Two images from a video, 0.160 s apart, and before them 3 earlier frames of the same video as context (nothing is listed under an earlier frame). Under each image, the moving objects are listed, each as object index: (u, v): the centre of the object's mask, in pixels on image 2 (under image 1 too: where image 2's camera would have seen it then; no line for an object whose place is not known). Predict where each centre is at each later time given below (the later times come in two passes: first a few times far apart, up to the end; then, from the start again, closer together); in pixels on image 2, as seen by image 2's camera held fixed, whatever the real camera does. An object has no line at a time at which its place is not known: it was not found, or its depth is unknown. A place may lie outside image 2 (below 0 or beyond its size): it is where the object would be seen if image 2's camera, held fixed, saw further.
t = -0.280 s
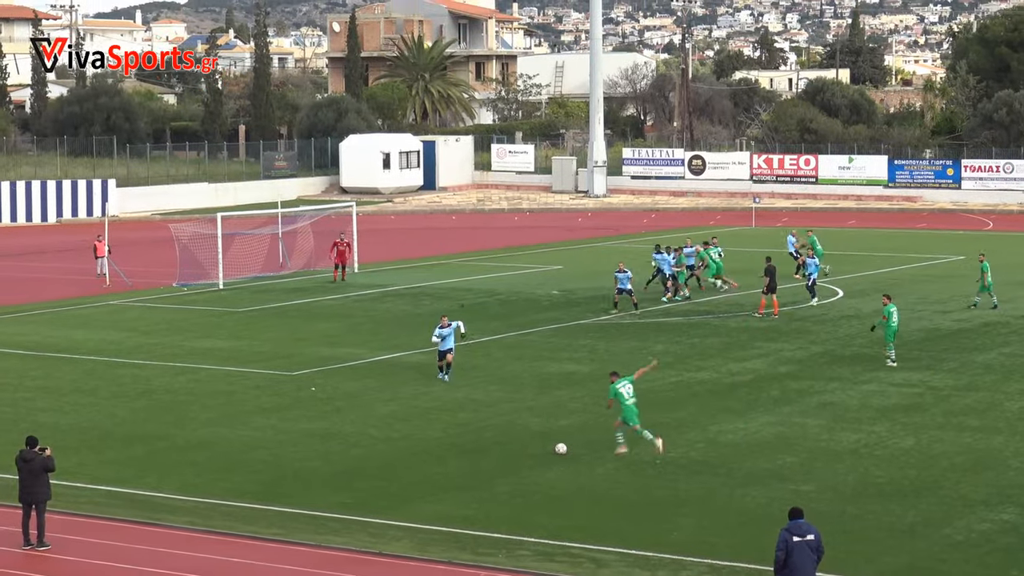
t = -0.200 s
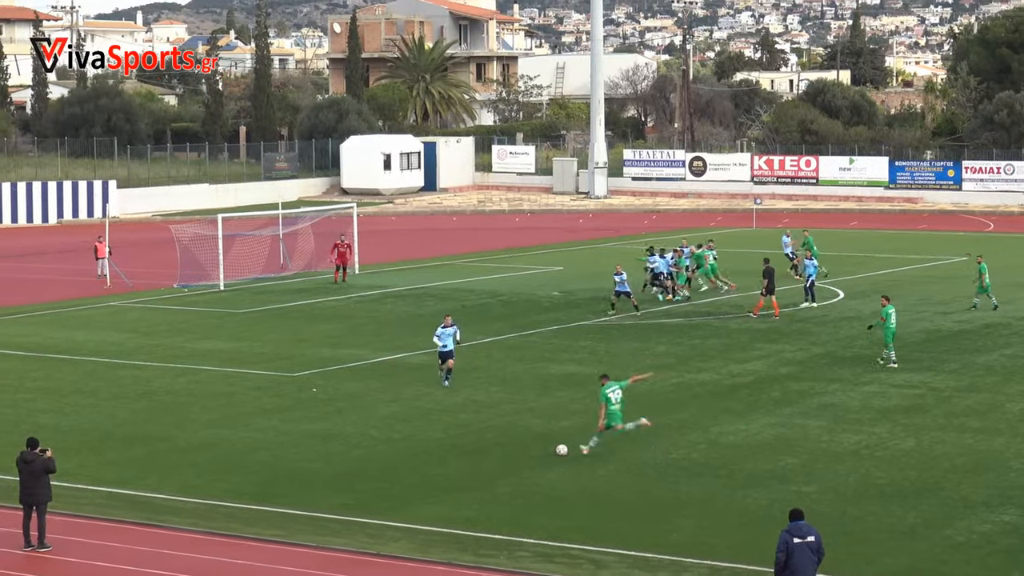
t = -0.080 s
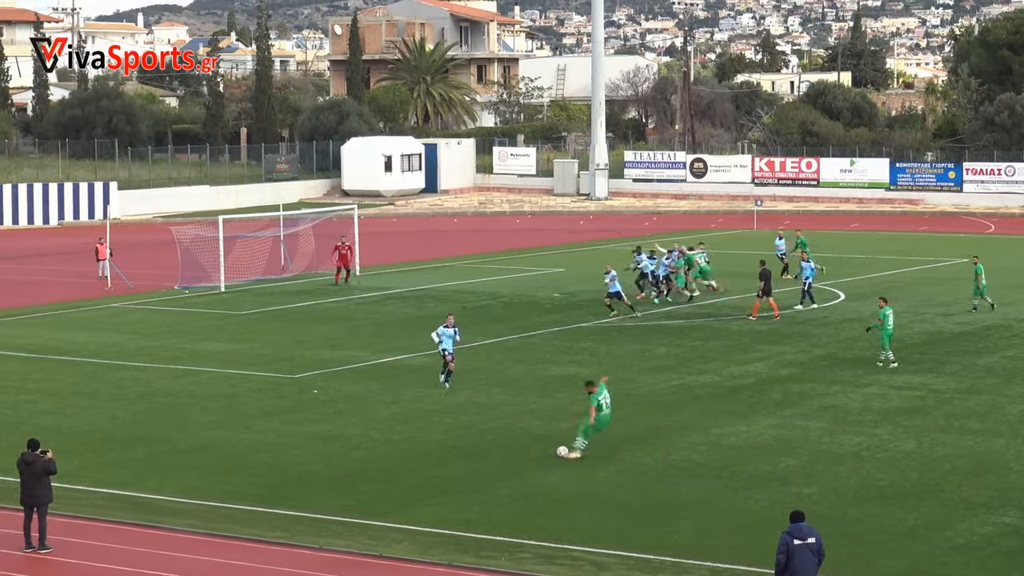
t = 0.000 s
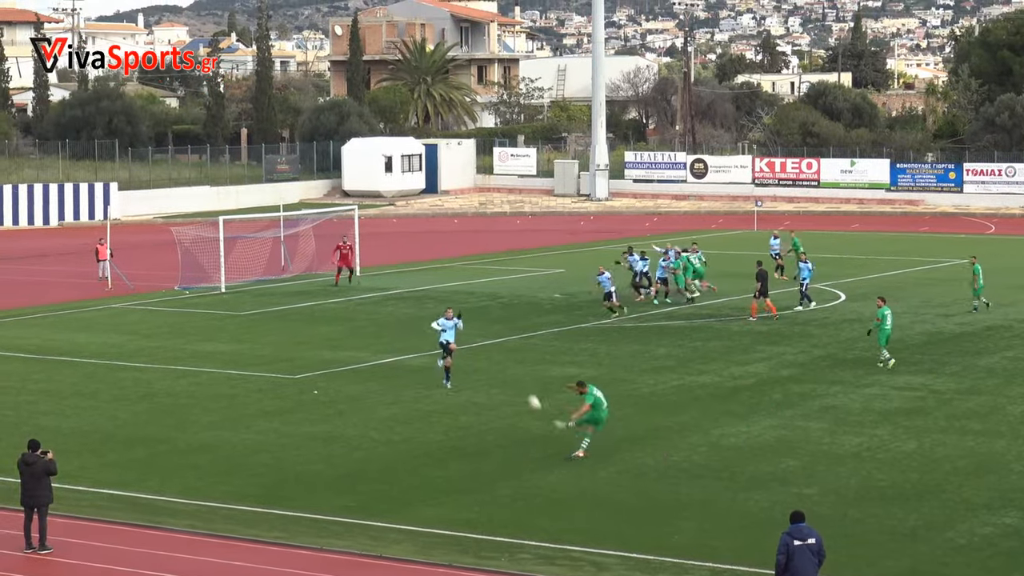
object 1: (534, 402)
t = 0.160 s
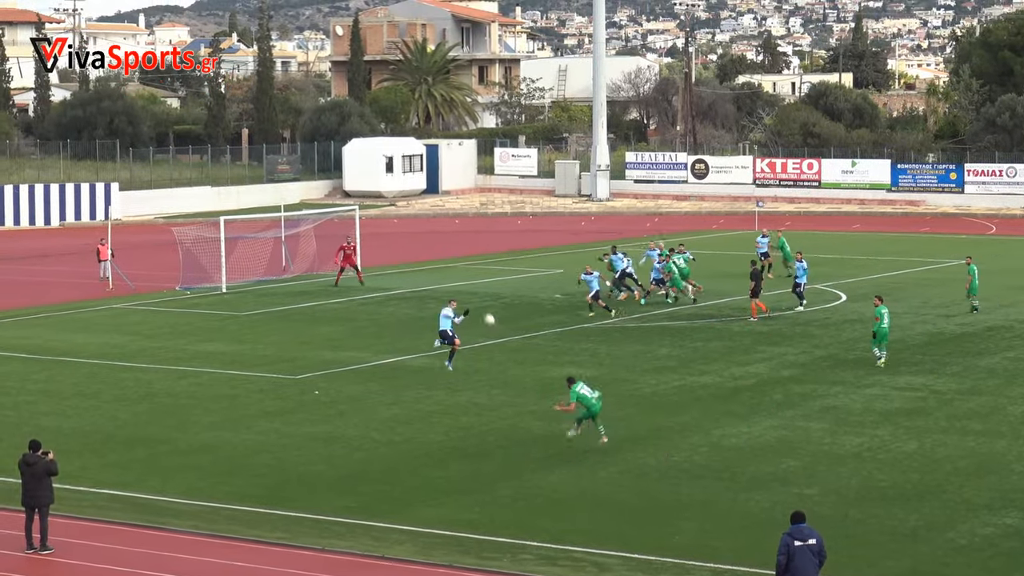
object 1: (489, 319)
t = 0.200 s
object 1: (481, 304)
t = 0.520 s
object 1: (459, 245)
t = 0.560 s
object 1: (459, 244)
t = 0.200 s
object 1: (481, 304)
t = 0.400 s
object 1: (461, 256)
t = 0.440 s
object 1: (460, 250)
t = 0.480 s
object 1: (459, 248)
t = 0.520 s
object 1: (459, 245)
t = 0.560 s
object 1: (459, 244)
